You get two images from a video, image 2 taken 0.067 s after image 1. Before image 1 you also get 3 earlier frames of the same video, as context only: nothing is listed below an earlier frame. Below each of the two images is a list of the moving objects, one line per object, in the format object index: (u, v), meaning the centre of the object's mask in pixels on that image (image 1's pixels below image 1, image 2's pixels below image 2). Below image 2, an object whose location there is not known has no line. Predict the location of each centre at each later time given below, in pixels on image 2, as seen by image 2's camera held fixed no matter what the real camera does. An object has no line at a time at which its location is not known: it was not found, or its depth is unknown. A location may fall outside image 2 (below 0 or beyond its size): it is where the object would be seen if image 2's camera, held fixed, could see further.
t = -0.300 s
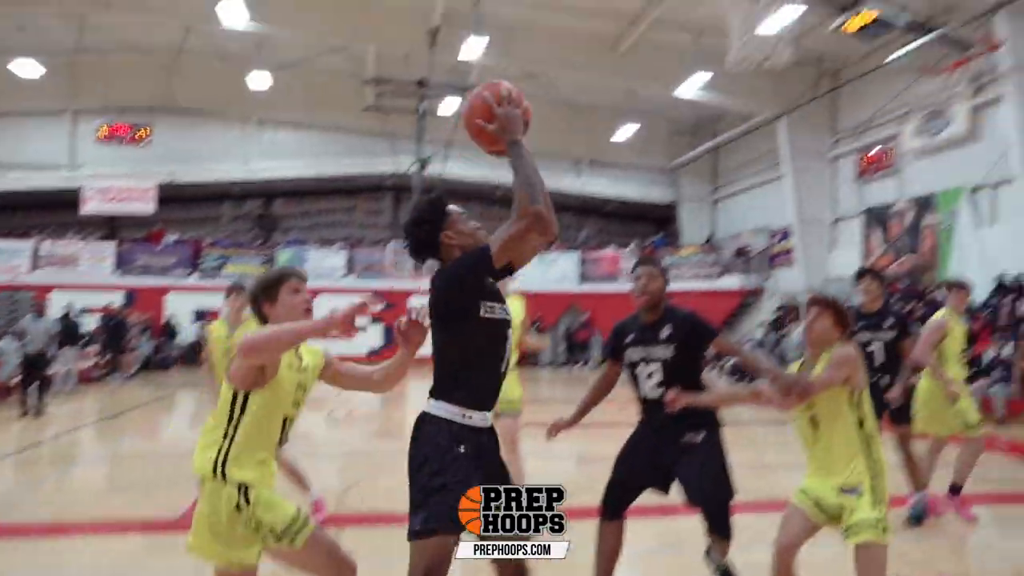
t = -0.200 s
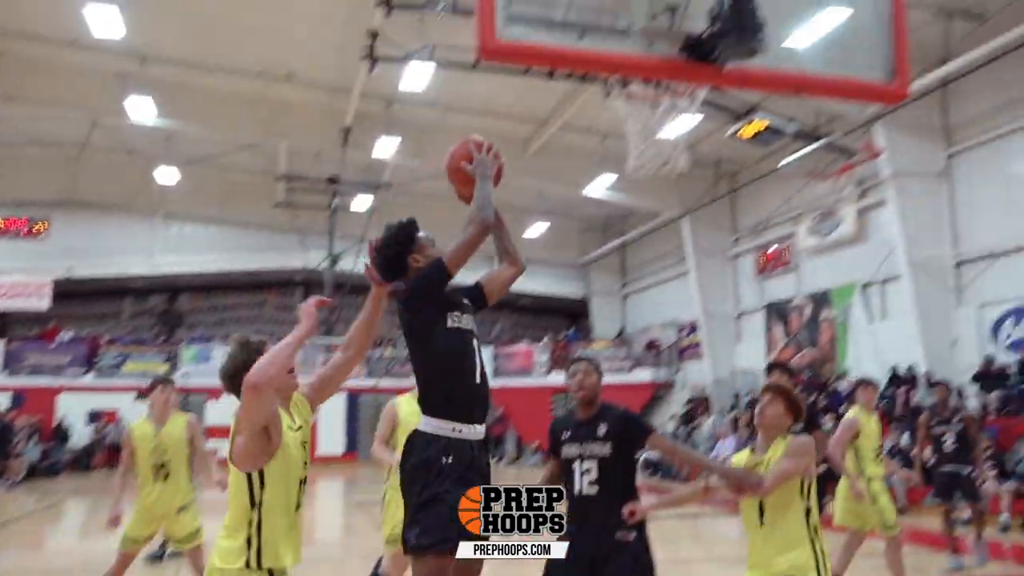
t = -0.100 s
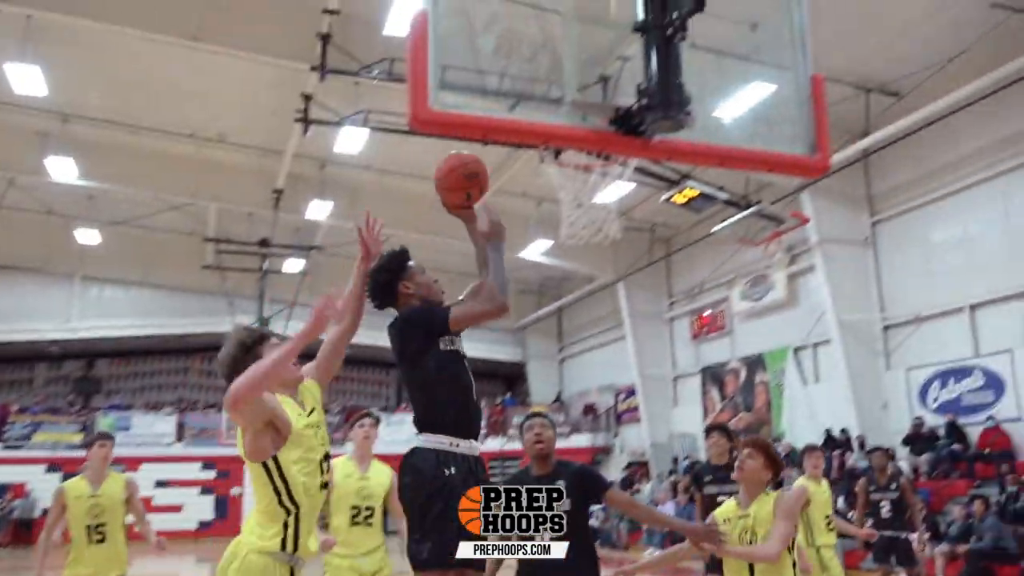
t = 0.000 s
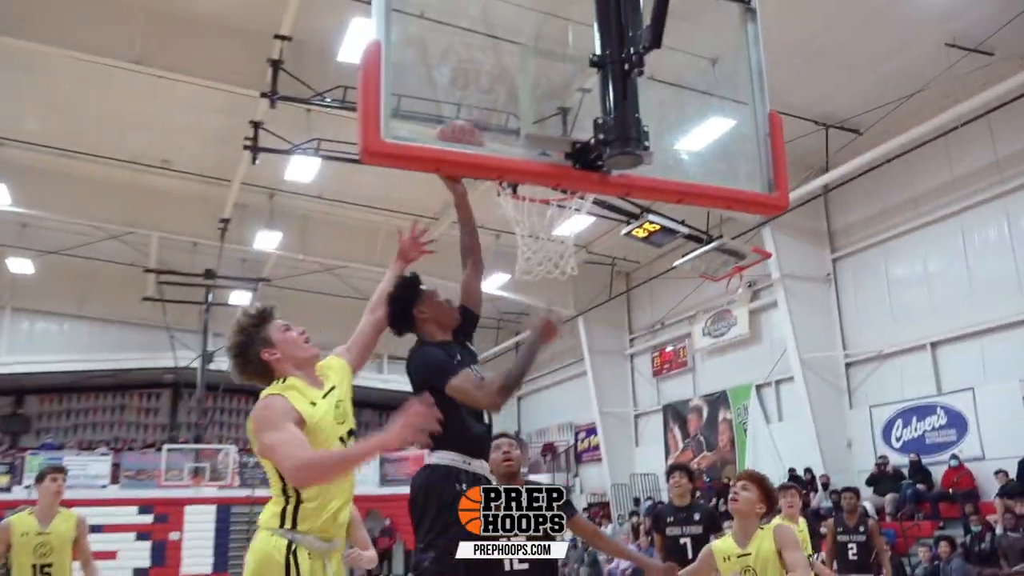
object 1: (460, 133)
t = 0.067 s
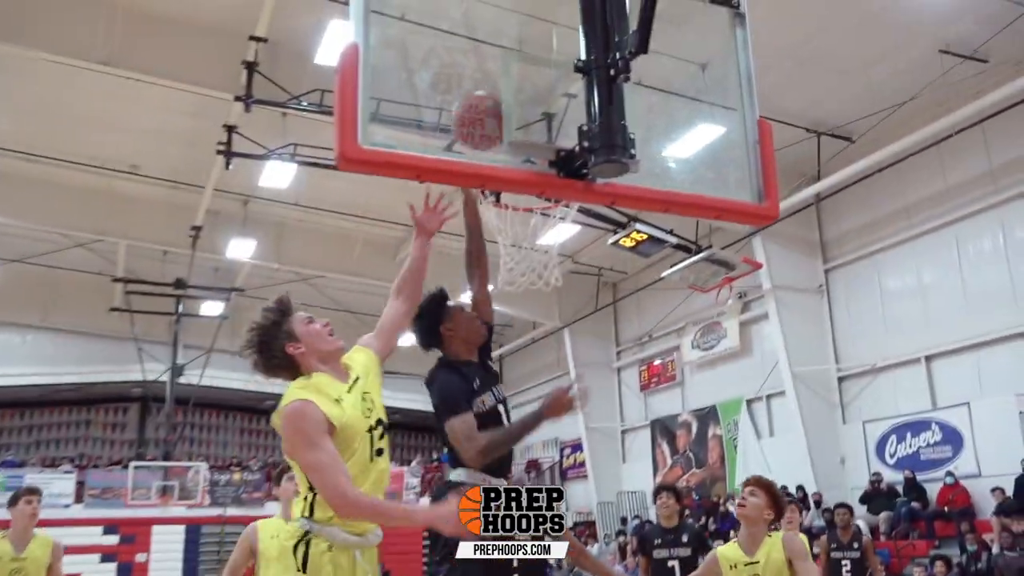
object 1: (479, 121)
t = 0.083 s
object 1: (486, 121)
